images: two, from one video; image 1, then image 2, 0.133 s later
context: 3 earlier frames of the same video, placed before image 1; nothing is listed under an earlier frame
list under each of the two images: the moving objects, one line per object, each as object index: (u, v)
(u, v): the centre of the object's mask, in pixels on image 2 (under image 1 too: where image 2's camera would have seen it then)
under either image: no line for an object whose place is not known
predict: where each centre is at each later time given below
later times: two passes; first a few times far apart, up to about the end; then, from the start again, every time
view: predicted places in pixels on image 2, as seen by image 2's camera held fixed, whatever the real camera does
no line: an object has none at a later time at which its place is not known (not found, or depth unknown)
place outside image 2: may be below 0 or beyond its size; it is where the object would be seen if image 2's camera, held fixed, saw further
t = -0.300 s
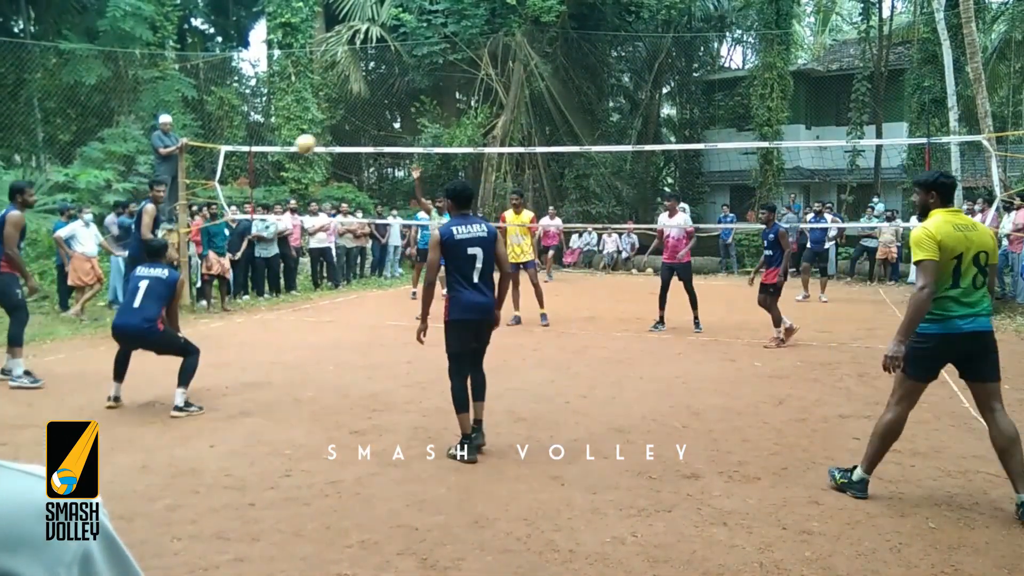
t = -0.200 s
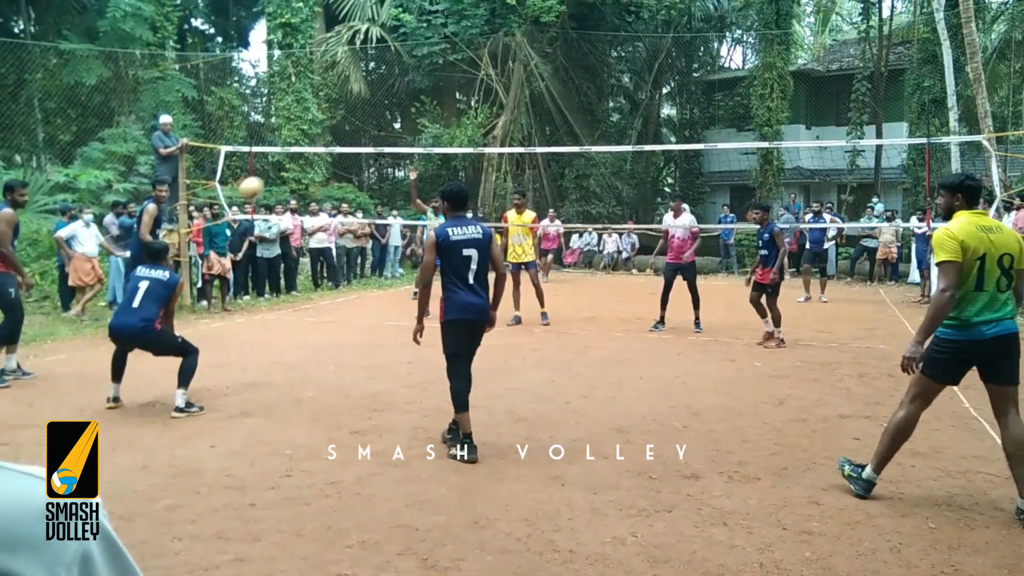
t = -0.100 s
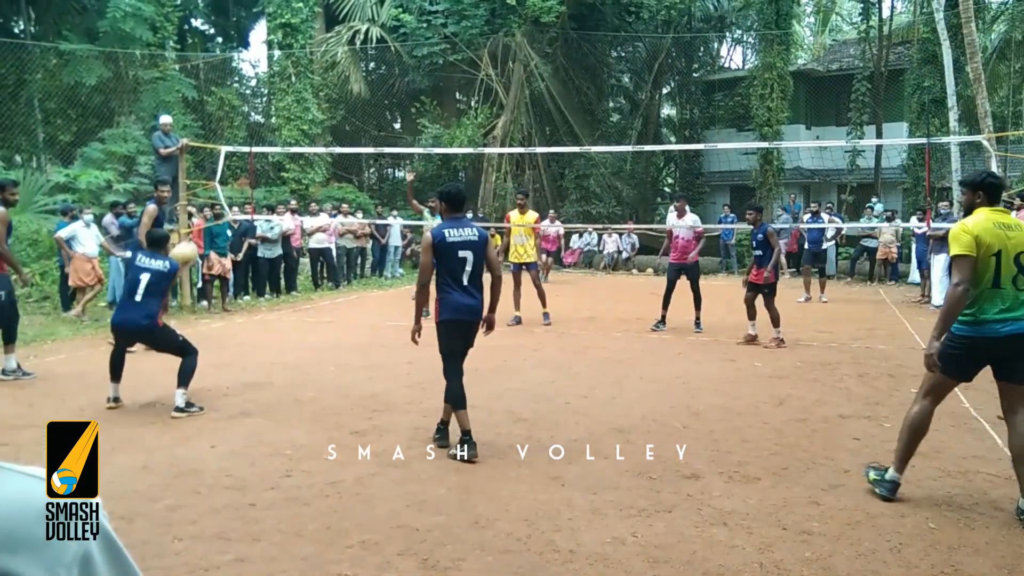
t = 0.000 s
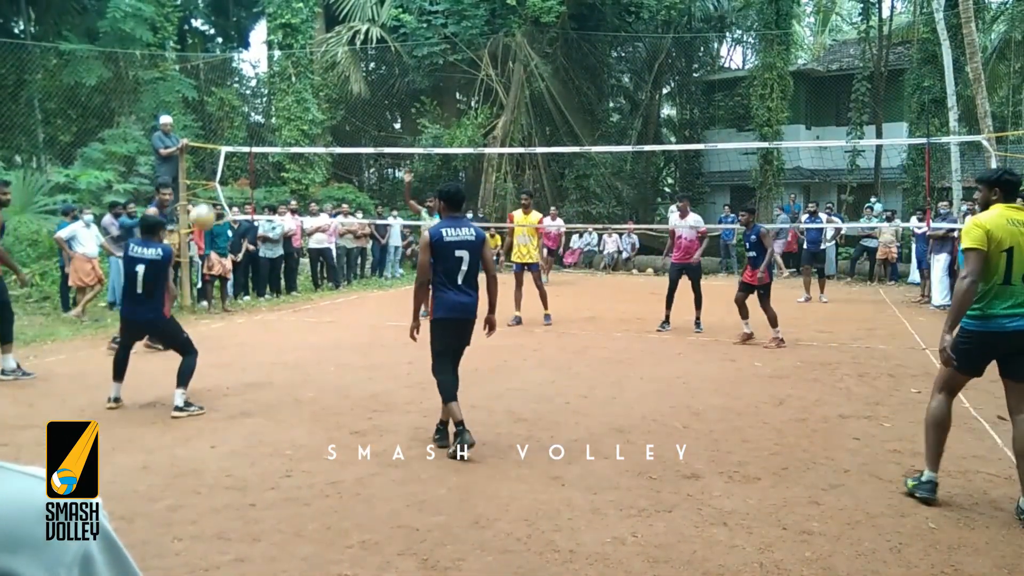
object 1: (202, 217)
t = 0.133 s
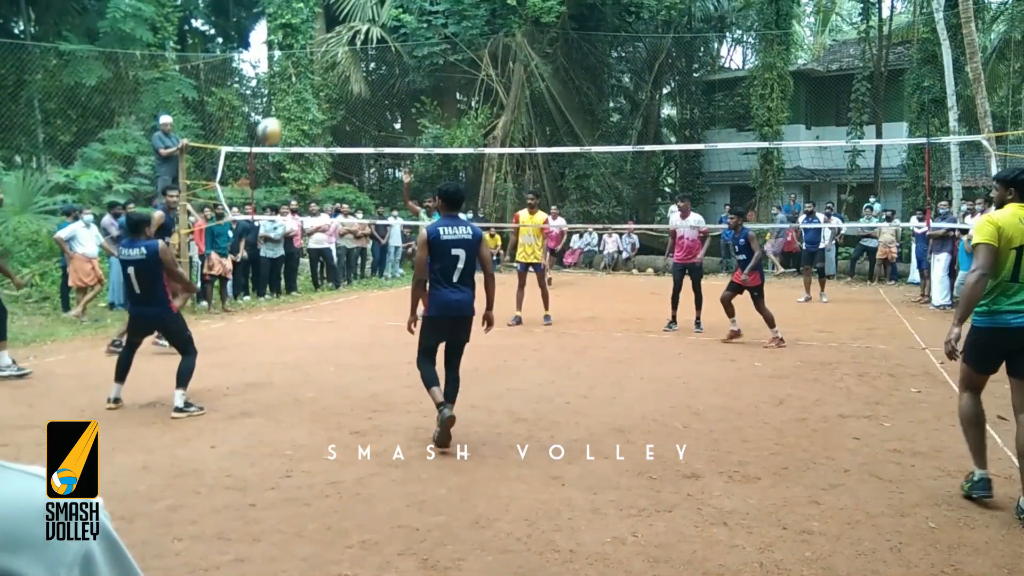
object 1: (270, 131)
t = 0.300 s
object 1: (345, 60)
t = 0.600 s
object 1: (454, 21)
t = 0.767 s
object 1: (507, 35)
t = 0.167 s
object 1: (286, 113)
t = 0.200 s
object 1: (301, 98)
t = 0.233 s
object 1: (316, 84)
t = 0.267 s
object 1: (331, 72)
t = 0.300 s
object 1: (345, 60)
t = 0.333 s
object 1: (358, 51)
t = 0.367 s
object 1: (371, 43)
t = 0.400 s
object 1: (385, 36)
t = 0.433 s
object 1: (397, 31)
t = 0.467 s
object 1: (409, 27)
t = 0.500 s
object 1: (421, 24)
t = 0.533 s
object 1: (433, 22)
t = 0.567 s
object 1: (444, 21)
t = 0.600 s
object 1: (454, 21)
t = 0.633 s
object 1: (466, 22)
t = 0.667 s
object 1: (476, 24)
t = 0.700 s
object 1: (487, 27)
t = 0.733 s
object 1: (497, 31)
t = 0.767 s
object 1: (507, 35)
